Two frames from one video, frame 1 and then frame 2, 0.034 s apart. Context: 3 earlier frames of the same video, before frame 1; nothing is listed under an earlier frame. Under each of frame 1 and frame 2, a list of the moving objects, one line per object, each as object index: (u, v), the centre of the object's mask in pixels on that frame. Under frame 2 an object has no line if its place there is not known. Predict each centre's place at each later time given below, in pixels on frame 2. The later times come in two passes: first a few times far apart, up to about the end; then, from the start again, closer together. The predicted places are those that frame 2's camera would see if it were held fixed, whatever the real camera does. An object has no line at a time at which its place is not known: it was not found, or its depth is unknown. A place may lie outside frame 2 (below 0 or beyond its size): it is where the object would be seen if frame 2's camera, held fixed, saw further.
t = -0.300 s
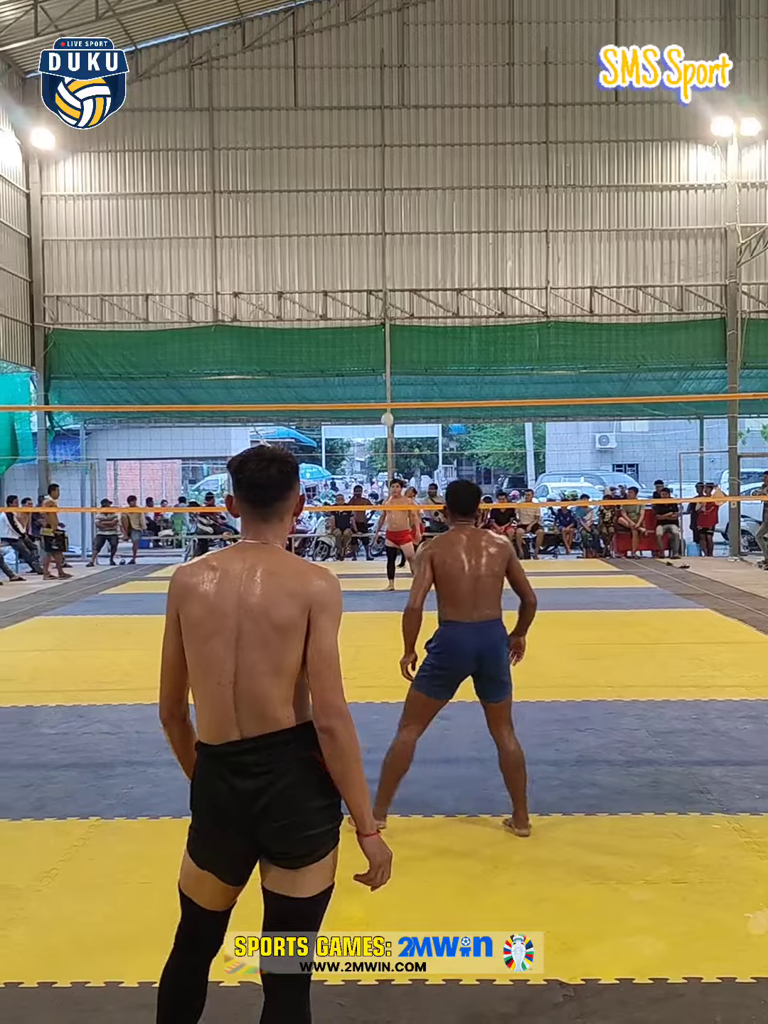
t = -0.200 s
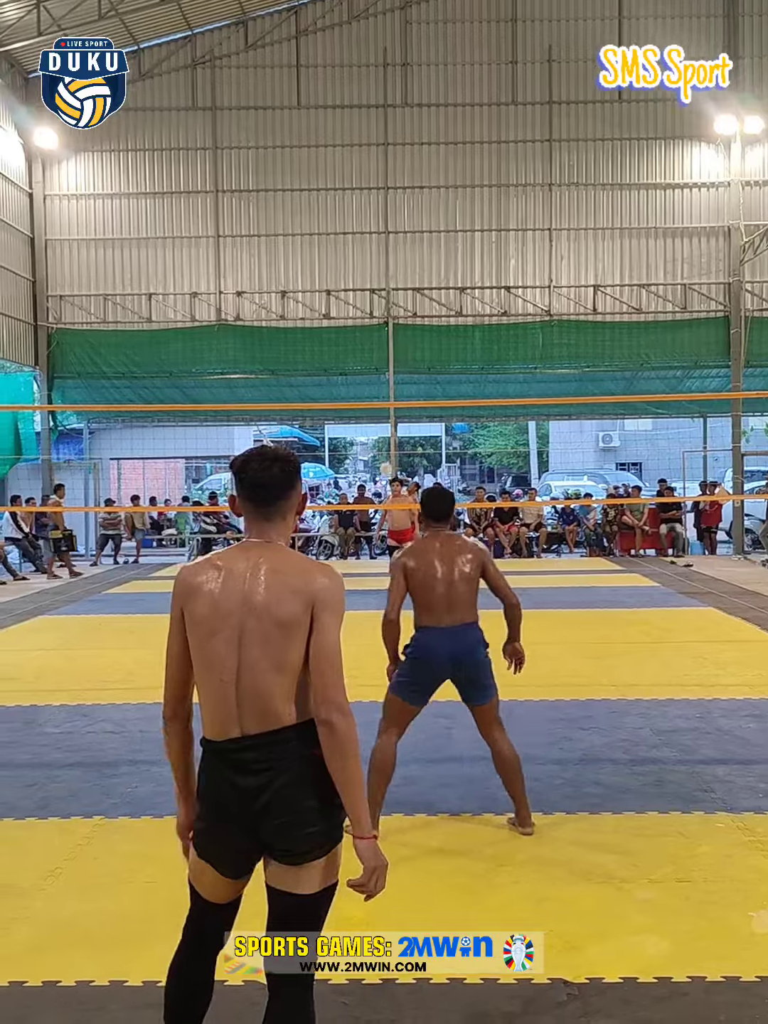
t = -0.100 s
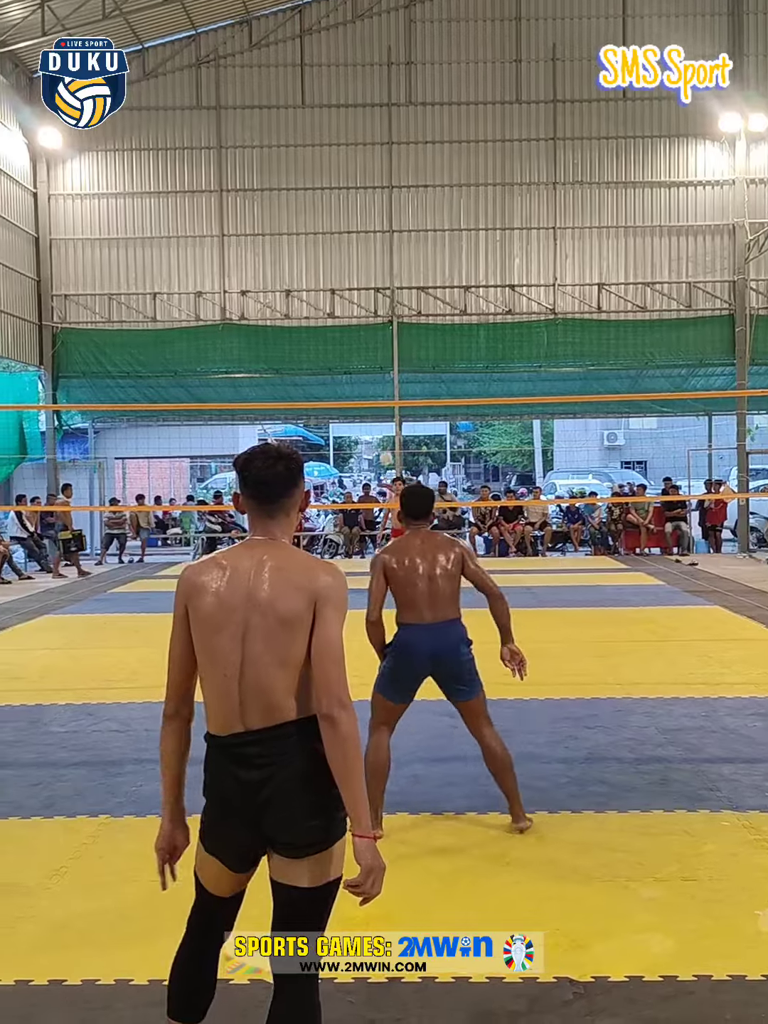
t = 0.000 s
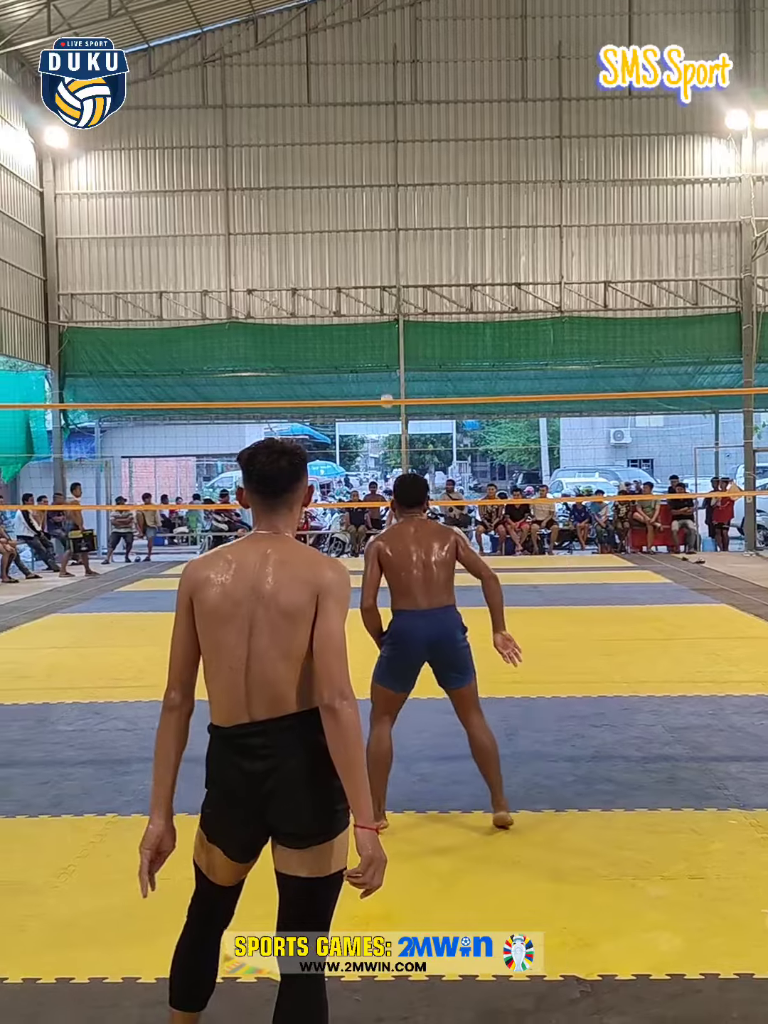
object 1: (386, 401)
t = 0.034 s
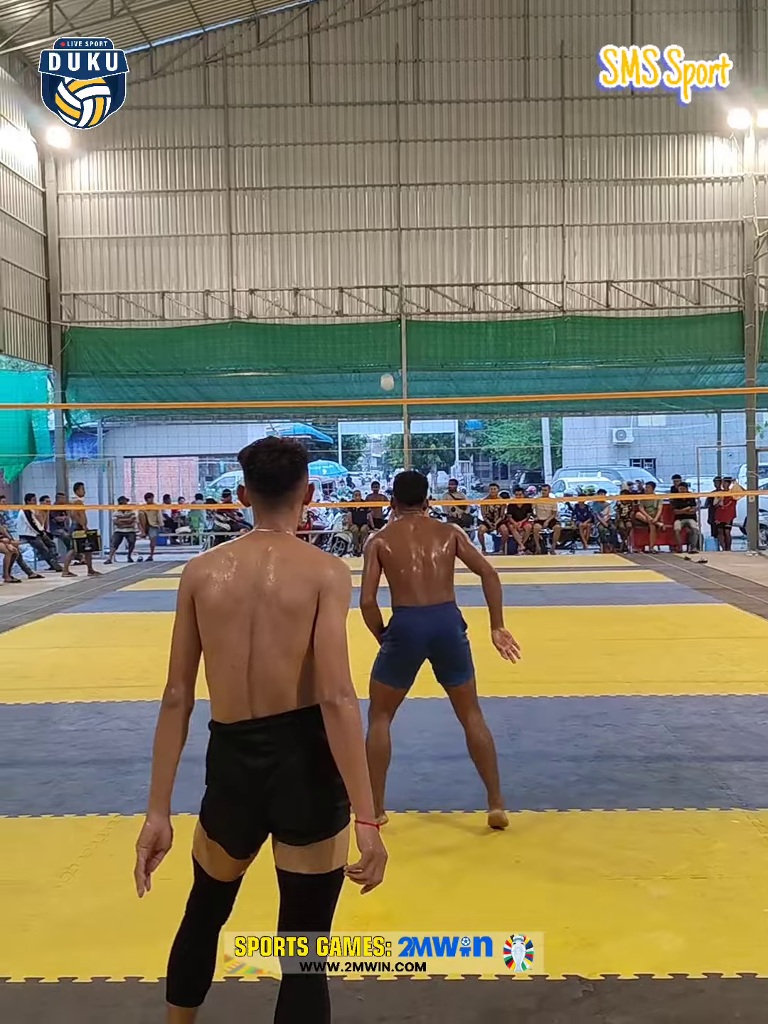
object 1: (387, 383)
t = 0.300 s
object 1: (372, 242)
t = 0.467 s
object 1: (360, 167)
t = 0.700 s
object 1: (346, 79)
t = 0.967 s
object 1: (330, 19)
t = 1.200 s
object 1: (307, 19)
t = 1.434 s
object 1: (277, 91)
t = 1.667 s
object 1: (247, 312)
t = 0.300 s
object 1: (372, 242)
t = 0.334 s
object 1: (369, 226)
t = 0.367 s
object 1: (367, 211)
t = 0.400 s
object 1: (365, 196)
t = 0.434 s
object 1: (363, 182)
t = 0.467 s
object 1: (360, 167)
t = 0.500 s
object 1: (358, 154)
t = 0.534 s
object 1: (356, 141)
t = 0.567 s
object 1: (354, 127)
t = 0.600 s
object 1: (352, 115)
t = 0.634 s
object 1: (350, 103)
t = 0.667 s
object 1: (348, 91)
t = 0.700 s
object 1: (346, 79)
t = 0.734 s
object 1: (344, 69)
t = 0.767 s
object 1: (343, 59)
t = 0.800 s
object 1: (341, 50)
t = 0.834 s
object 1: (339, 42)
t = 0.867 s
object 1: (337, 35)
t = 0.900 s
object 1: (335, 28)
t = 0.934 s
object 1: (333, 23)
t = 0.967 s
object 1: (330, 19)
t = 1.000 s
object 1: (328, 17)
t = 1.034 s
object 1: (325, 16)
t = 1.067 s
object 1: (322, 15)
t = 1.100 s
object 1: (318, 15)
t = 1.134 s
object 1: (315, 16)
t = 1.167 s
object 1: (311, 17)
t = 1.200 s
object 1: (307, 19)
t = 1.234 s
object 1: (303, 22)
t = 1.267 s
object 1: (299, 27)
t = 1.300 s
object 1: (294, 36)
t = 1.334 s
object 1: (290, 46)
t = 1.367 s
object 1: (286, 58)
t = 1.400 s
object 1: (282, 74)
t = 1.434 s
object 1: (277, 91)
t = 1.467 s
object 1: (273, 111)
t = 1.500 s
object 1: (269, 135)
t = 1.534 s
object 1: (265, 163)
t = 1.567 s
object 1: (260, 192)
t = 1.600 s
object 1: (255, 228)
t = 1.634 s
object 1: (250, 268)
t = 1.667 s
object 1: (247, 312)
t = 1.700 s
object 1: (241, 362)
